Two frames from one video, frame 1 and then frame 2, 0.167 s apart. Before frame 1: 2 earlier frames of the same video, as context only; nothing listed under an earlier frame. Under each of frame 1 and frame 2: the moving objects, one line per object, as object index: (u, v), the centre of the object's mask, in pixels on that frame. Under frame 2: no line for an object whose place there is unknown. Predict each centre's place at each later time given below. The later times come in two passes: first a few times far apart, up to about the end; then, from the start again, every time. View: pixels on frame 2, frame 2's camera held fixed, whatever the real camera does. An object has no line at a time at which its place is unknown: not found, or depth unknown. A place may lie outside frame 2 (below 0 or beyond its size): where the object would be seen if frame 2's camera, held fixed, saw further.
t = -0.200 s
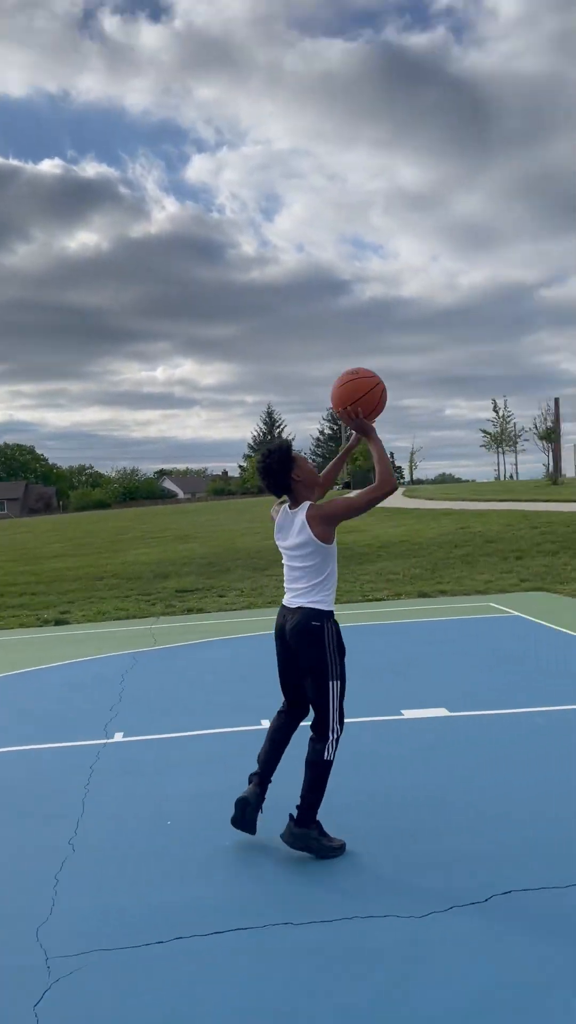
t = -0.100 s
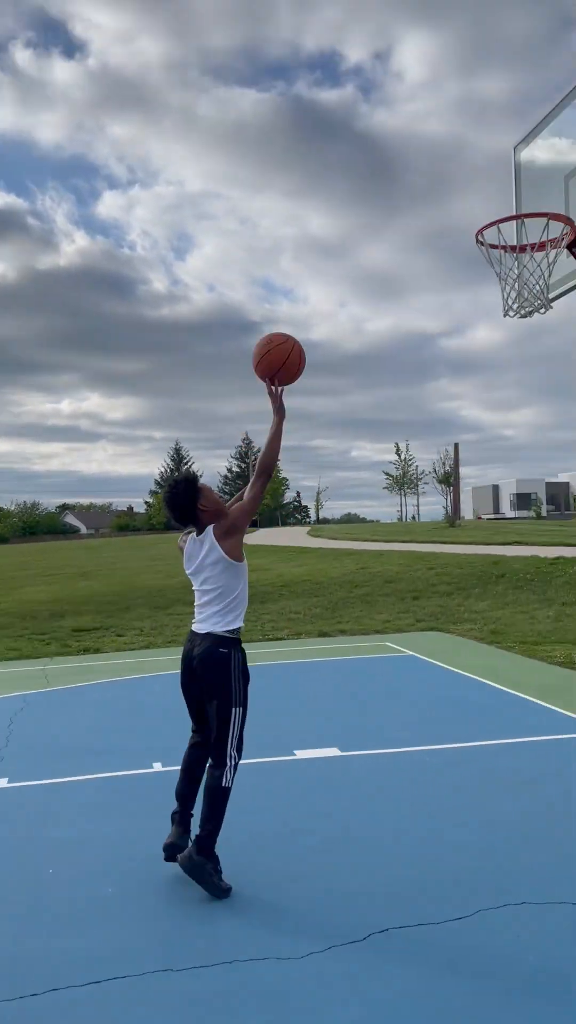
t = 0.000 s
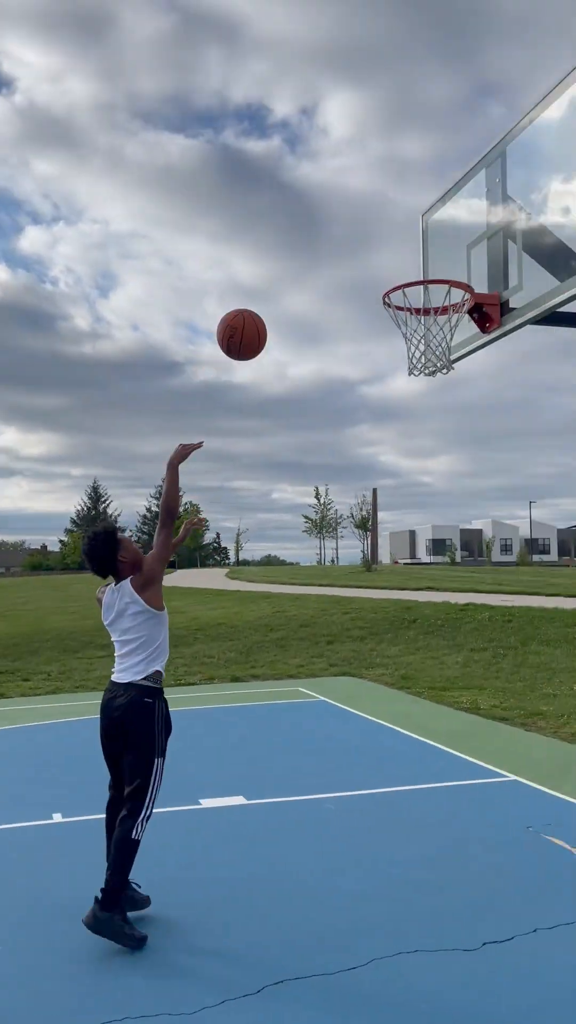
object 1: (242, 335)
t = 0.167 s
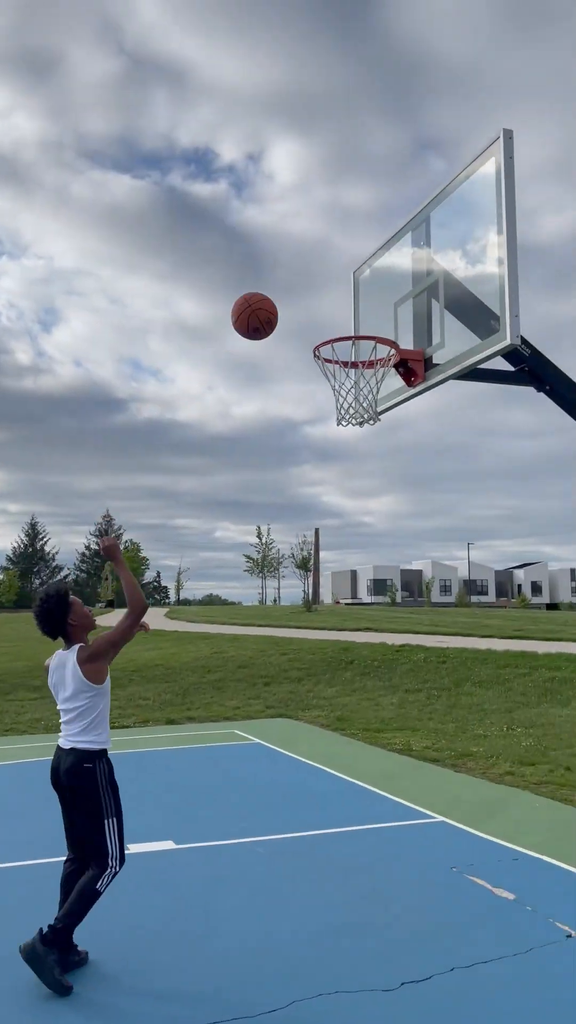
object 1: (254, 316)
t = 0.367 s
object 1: (334, 314)
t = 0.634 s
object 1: (366, 339)
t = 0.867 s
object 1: (341, 361)
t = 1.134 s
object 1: (330, 415)
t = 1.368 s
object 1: (308, 515)
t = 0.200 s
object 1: (268, 311)
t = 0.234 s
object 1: (281, 307)
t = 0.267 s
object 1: (295, 306)
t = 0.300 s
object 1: (308, 307)
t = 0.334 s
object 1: (321, 309)
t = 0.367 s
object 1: (334, 314)
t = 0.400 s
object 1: (346, 319)
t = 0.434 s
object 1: (359, 325)
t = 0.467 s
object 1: (366, 329)
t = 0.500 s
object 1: (366, 330)
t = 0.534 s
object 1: (367, 332)
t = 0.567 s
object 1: (368, 335)
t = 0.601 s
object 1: (369, 339)
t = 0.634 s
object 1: (366, 339)
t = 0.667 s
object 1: (362, 339)
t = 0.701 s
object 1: (358, 340)
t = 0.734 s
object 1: (353, 345)
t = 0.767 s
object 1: (350, 348)
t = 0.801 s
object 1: (346, 352)
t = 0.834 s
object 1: (342, 360)
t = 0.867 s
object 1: (341, 361)
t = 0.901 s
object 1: (339, 363)
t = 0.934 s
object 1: (337, 365)
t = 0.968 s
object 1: (336, 371)
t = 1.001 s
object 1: (334, 377)
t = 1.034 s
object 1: (333, 384)
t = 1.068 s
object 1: (332, 393)
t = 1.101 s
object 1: (330, 403)
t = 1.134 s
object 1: (330, 415)
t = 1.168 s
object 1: (328, 427)
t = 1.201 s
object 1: (323, 438)
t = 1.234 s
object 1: (320, 453)
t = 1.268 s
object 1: (317, 465)
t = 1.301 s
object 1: (314, 480)
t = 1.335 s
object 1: (311, 497)
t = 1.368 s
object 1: (308, 515)
